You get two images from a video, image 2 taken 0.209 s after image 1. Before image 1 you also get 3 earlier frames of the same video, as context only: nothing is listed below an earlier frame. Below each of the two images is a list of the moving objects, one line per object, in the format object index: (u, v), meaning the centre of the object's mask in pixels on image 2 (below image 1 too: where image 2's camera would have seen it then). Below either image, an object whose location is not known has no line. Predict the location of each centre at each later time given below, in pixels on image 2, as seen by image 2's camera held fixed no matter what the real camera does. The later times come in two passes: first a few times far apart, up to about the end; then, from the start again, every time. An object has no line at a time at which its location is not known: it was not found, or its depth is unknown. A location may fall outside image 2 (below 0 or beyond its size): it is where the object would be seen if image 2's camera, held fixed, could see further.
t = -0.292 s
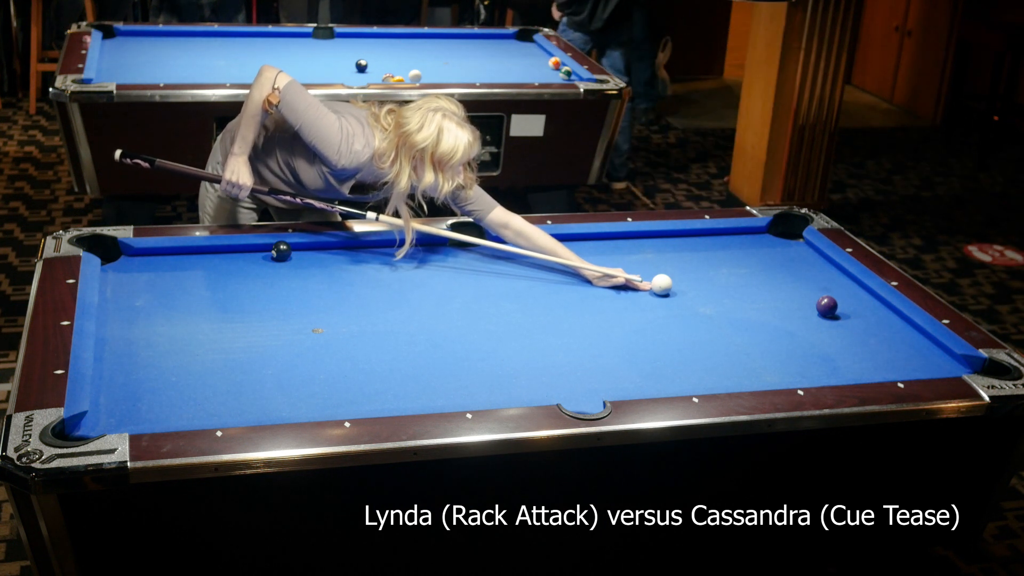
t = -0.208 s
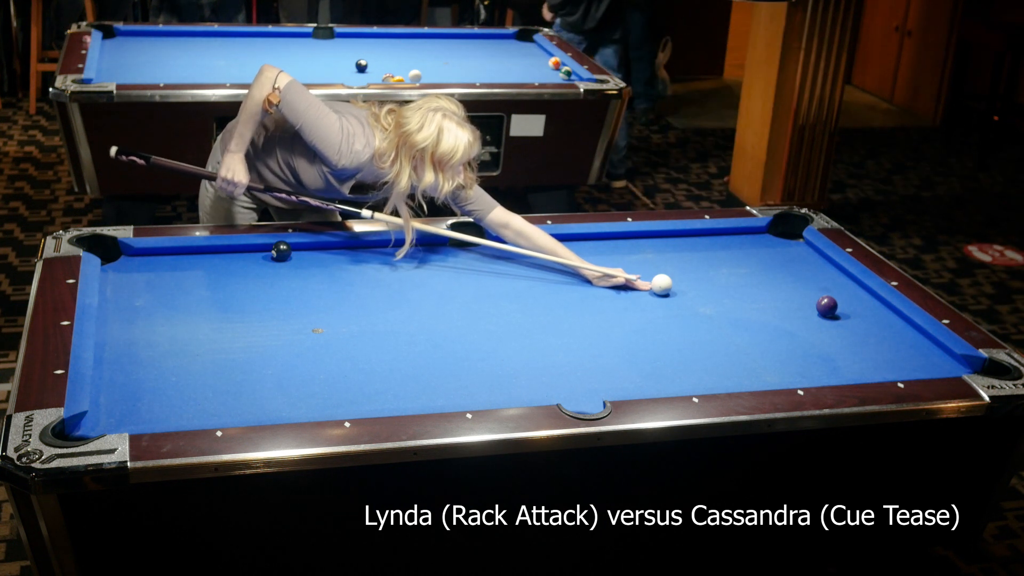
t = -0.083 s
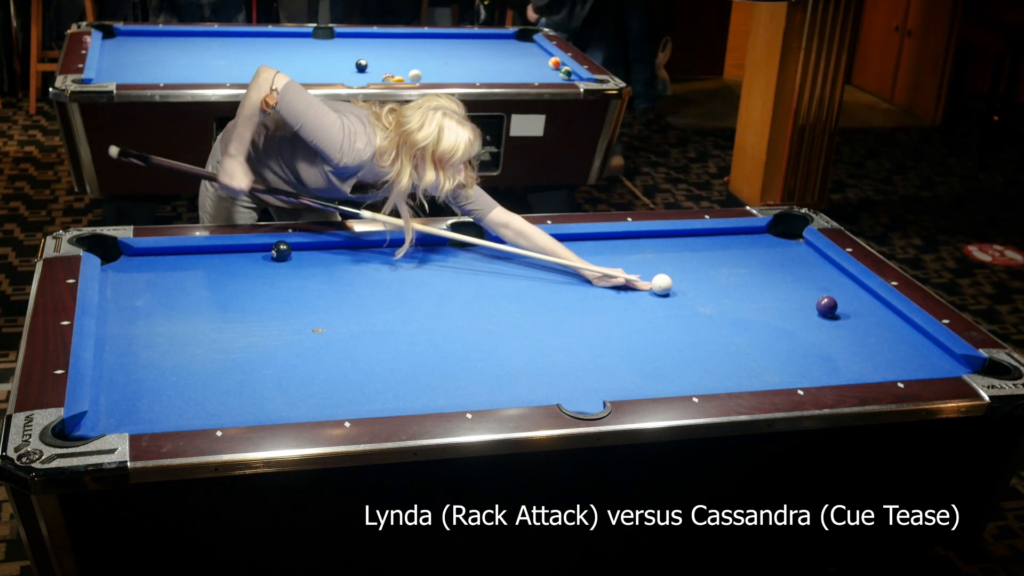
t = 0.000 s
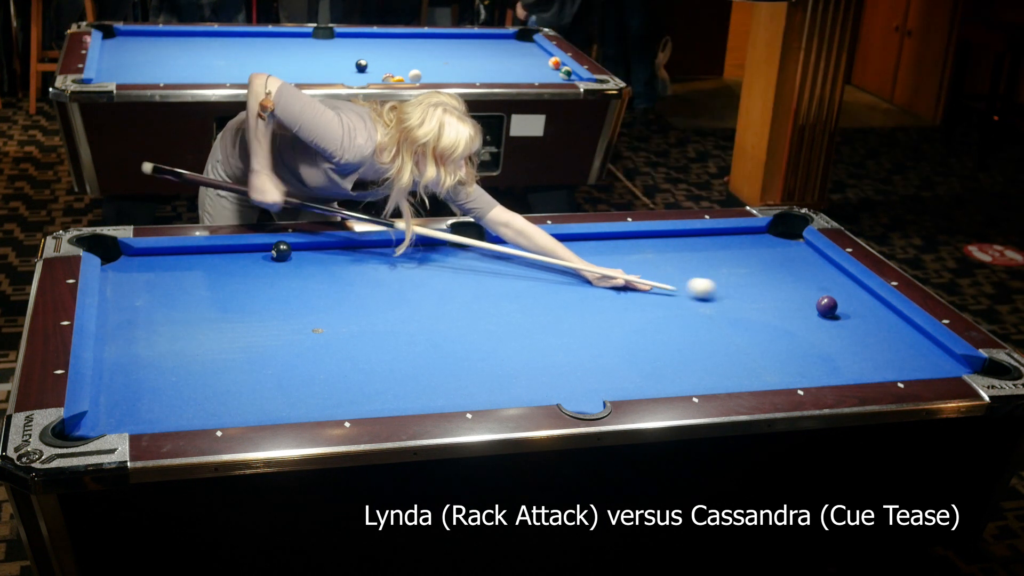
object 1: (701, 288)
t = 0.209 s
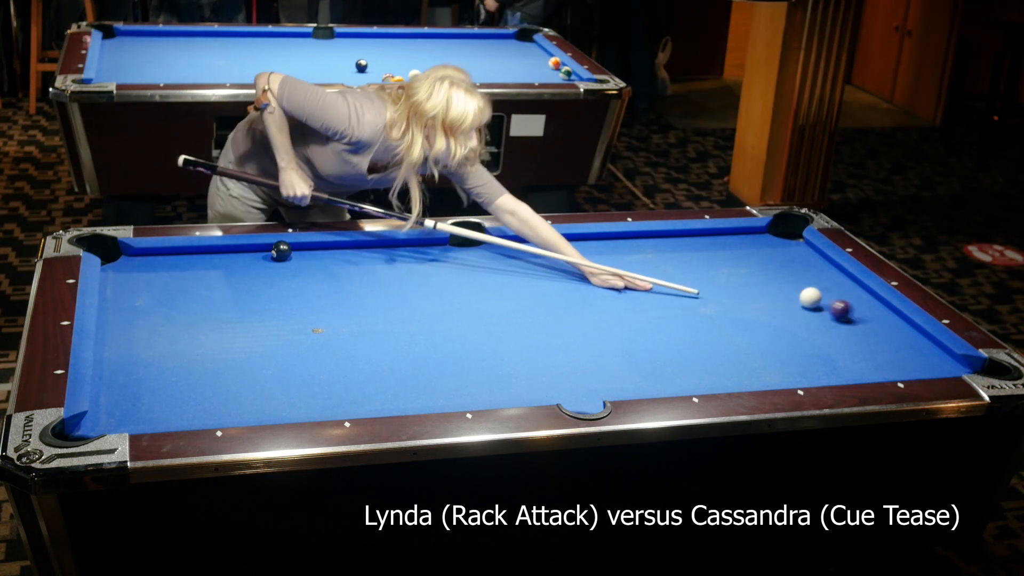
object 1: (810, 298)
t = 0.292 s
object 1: (823, 294)
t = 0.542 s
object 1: (853, 287)
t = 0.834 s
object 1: (812, 285)
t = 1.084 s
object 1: (780, 284)
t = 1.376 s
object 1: (744, 282)
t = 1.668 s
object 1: (712, 281)
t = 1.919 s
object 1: (687, 281)
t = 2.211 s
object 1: (661, 280)
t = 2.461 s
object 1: (640, 279)
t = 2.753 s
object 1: (620, 278)
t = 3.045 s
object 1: (602, 277)
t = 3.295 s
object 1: (591, 277)
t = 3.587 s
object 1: (580, 277)
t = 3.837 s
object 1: (574, 276)
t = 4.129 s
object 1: (570, 276)
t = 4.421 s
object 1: (569, 277)
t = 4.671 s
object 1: (569, 277)
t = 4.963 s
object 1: (569, 277)
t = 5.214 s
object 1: (569, 277)
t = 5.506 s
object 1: (569, 277)
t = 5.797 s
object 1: (569, 277)
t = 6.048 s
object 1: (569, 277)
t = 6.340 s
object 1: (569, 277)
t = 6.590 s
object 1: (569, 277)
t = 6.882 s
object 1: (569, 277)
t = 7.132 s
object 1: (569, 277)
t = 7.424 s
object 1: (569, 277)
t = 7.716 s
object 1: (569, 277)
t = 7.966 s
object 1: (569, 277)
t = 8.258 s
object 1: (569, 277)
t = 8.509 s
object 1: (569, 277)
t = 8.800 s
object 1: (569, 277)
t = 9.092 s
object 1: (569, 277)
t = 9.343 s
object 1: (569, 277)
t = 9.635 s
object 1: (569, 277)
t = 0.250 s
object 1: (816, 296)
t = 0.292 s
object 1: (823, 294)
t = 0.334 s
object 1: (830, 293)
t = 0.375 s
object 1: (837, 292)
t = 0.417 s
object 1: (844, 290)
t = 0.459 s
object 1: (851, 289)
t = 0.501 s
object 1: (858, 288)
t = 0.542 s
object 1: (853, 287)
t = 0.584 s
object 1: (847, 287)
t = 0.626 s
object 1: (841, 287)
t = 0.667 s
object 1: (835, 286)
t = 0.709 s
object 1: (829, 286)
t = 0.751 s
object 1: (824, 286)
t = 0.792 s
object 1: (818, 286)
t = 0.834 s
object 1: (812, 285)
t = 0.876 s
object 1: (807, 285)
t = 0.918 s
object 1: (801, 285)
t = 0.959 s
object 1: (796, 284)
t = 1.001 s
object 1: (790, 284)
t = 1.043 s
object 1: (785, 284)
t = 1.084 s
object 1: (780, 284)
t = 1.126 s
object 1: (774, 283)
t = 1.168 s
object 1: (769, 283)
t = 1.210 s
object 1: (764, 283)
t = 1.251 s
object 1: (759, 283)
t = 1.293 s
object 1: (754, 283)
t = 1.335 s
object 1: (749, 283)
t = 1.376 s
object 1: (744, 282)
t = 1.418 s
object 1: (739, 282)
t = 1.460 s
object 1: (735, 282)
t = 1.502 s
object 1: (730, 282)
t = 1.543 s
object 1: (725, 282)
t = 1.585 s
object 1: (721, 282)
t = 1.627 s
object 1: (716, 281)
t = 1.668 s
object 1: (712, 281)
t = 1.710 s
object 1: (708, 281)
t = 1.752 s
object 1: (703, 281)
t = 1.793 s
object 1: (699, 281)
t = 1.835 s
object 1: (695, 281)
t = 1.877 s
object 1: (691, 281)
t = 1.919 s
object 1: (687, 281)
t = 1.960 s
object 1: (683, 280)
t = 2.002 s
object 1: (679, 280)
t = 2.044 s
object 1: (675, 280)
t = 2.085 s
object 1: (671, 280)
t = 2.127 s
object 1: (668, 280)
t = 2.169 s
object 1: (664, 280)
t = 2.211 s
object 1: (661, 280)
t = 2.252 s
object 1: (657, 280)
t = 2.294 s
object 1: (654, 280)
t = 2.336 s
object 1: (650, 279)
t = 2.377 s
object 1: (647, 279)
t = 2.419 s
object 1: (643, 279)
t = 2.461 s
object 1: (640, 279)
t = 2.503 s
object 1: (637, 279)
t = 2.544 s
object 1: (634, 279)
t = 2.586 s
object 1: (631, 279)
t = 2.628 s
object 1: (628, 279)
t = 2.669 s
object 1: (625, 278)
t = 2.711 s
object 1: (623, 278)
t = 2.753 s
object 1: (620, 278)
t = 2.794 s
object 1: (617, 278)
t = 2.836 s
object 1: (614, 278)
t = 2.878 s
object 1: (612, 278)
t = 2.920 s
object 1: (609, 278)
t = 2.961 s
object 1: (607, 278)
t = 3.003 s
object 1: (605, 278)
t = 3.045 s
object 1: (602, 277)
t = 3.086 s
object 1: (600, 277)
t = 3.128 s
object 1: (598, 277)
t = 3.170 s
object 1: (596, 277)
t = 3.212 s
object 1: (594, 277)
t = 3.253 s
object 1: (592, 277)
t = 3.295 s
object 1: (591, 277)
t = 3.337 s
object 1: (589, 277)
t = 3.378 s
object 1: (587, 277)
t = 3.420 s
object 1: (585, 277)
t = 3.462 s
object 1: (584, 277)
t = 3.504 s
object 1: (582, 277)
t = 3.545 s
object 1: (581, 277)
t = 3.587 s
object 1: (580, 277)
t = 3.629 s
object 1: (579, 277)
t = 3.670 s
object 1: (577, 277)
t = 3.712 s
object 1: (576, 277)
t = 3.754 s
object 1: (575, 277)
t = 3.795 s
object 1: (574, 277)
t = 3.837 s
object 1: (574, 276)
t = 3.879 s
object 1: (573, 276)
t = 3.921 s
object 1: (572, 276)
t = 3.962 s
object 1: (571, 276)
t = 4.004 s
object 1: (571, 276)
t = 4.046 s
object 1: (570, 276)
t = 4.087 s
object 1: (570, 276)
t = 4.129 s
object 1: (570, 276)
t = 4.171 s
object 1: (570, 276)
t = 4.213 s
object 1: (569, 276)
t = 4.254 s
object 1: (569, 277)
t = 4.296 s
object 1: (569, 277)
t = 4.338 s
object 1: (569, 277)
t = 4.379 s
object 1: (569, 277)
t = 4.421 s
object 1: (569, 277)
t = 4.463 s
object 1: (569, 277)
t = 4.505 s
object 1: (569, 277)
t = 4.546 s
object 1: (569, 277)
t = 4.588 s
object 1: (569, 277)
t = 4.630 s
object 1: (569, 277)
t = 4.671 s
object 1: (569, 277)
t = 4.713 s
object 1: (569, 277)
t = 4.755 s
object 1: (569, 277)
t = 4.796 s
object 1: (569, 277)
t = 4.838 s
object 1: (569, 277)
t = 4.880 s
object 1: (569, 277)
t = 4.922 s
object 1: (569, 277)
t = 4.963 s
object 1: (569, 277)
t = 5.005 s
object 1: (569, 277)
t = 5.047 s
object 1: (569, 277)
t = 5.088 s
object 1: (569, 277)
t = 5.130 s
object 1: (569, 277)
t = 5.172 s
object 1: (569, 277)
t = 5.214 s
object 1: (569, 277)
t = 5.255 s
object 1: (569, 277)
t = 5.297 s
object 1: (569, 277)
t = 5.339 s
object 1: (569, 277)
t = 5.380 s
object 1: (569, 277)
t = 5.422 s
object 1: (569, 277)
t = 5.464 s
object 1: (569, 277)
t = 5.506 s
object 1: (569, 277)
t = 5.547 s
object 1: (569, 277)
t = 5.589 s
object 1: (569, 277)
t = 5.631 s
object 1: (569, 277)
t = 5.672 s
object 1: (569, 277)
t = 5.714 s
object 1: (569, 277)
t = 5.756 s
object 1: (569, 277)
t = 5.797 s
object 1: (569, 277)
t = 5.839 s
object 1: (569, 277)
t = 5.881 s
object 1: (569, 277)
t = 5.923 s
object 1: (569, 277)
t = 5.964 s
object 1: (569, 277)
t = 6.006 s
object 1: (569, 277)
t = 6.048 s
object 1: (569, 277)
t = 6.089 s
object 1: (569, 277)
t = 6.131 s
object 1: (569, 277)
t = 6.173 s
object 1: (569, 277)
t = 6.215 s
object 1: (569, 277)
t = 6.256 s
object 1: (569, 277)
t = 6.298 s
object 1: (569, 277)
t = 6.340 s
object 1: (569, 277)
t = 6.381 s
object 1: (569, 277)
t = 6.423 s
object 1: (569, 277)
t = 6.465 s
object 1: (569, 277)
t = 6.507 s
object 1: (569, 277)
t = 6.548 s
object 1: (569, 277)
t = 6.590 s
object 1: (569, 277)
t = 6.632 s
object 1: (569, 277)
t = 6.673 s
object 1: (569, 277)
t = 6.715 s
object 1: (569, 277)
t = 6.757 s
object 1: (569, 277)
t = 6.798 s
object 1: (569, 277)
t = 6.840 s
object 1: (569, 277)
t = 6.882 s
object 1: (569, 277)
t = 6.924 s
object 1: (569, 277)
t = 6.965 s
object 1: (569, 277)
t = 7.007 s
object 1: (569, 277)
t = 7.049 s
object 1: (569, 277)
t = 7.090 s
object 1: (569, 277)
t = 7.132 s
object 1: (569, 277)
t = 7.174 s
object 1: (569, 277)
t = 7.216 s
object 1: (569, 277)
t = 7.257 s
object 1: (569, 277)
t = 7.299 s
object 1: (569, 277)
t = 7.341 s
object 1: (569, 277)
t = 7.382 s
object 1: (569, 277)
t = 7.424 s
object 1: (569, 277)
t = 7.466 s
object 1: (569, 277)
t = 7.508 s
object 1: (569, 277)
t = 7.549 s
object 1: (569, 277)
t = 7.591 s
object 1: (569, 277)
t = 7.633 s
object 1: (569, 277)
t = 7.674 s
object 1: (569, 277)
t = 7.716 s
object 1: (569, 277)
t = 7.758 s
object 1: (569, 277)
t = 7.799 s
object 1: (569, 277)
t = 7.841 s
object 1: (569, 277)
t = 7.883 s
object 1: (569, 277)
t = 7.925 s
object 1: (569, 277)
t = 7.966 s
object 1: (569, 277)
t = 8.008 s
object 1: (569, 277)
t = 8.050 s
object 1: (569, 277)
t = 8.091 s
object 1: (569, 277)
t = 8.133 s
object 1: (569, 277)
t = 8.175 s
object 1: (569, 277)
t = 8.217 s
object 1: (569, 277)
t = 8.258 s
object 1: (569, 277)
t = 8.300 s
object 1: (569, 277)
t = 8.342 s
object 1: (569, 277)
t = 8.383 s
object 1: (569, 277)
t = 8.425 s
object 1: (569, 277)
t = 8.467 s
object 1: (569, 277)
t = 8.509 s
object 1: (569, 277)
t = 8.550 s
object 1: (569, 277)
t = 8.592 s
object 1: (569, 277)
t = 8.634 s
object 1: (569, 277)
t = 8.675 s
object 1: (569, 277)
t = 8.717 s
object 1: (569, 277)
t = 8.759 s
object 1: (569, 277)
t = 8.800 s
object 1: (569, 277)
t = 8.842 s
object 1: (569, 277)
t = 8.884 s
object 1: (569, 277)
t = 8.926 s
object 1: (569, 277)
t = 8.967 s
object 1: (569, 277)
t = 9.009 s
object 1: (569, 277)
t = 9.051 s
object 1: (569, 277)
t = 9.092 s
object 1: (569, 277)
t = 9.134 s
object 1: (569, 277)
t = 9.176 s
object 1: (569, 277)
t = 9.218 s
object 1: (569, 277)
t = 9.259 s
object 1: (569, 277)
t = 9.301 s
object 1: (569, 277)
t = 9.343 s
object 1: (569, 277)
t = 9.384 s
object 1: (569, 277)
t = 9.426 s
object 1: (569, 277)
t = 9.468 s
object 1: (569, 277)
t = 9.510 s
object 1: (569, 277)
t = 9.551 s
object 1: (569, 277)
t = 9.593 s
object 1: (569, 277)
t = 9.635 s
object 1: (569, 277)
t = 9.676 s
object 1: (569, 277)
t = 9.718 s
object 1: (569, 277)
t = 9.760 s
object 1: (569, 277)
